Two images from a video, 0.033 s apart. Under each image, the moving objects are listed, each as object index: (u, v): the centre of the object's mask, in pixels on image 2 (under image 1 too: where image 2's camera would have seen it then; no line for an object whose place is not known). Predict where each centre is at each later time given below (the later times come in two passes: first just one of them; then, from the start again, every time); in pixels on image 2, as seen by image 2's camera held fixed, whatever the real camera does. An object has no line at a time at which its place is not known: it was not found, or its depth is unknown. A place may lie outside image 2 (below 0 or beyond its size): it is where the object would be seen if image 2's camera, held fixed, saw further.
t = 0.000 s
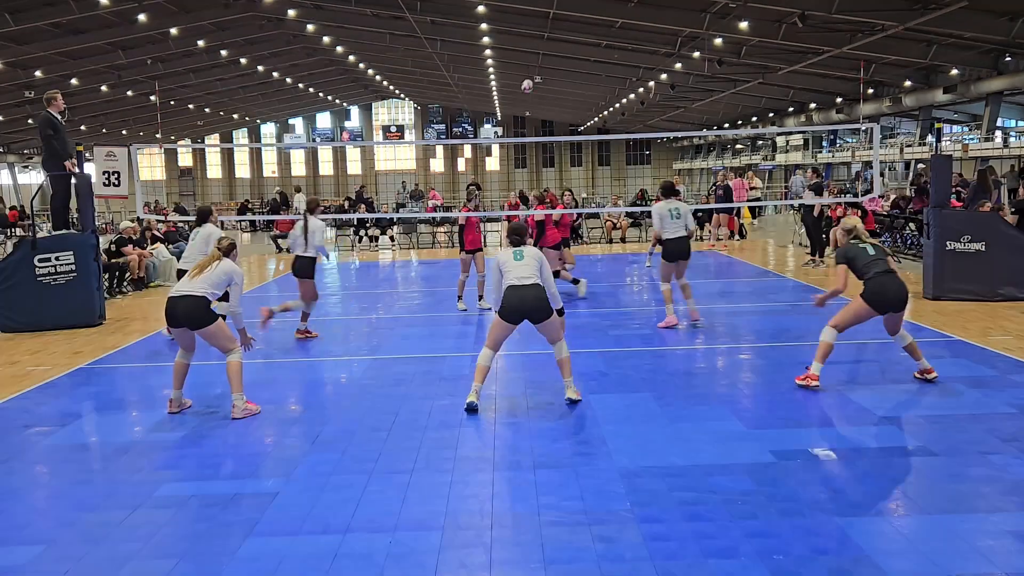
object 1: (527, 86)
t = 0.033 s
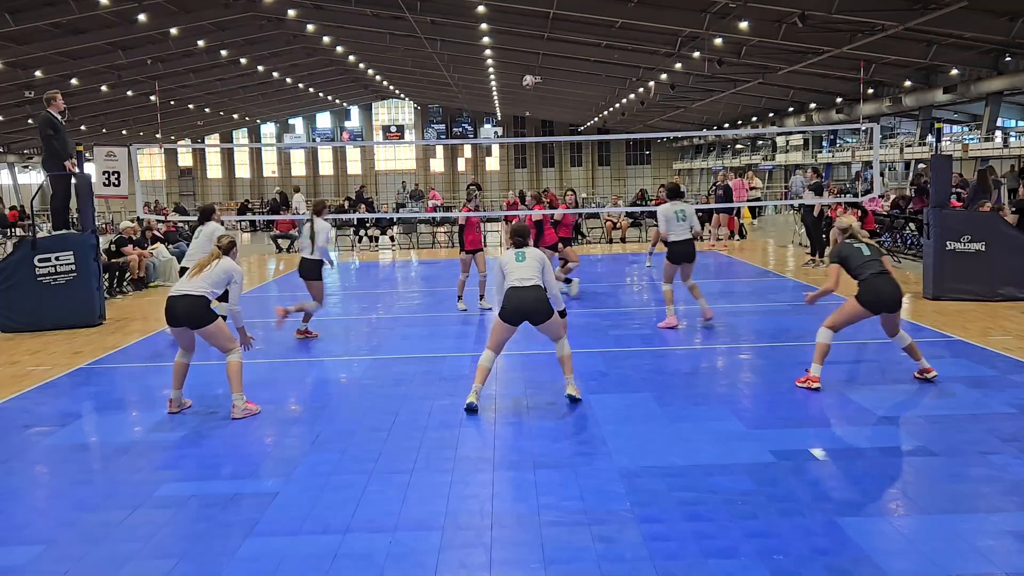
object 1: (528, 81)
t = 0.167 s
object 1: (535, 68)
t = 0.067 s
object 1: (530, 77)
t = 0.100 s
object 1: (531, 73)
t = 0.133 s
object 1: (533, 71)
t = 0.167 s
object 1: (535, 68)
